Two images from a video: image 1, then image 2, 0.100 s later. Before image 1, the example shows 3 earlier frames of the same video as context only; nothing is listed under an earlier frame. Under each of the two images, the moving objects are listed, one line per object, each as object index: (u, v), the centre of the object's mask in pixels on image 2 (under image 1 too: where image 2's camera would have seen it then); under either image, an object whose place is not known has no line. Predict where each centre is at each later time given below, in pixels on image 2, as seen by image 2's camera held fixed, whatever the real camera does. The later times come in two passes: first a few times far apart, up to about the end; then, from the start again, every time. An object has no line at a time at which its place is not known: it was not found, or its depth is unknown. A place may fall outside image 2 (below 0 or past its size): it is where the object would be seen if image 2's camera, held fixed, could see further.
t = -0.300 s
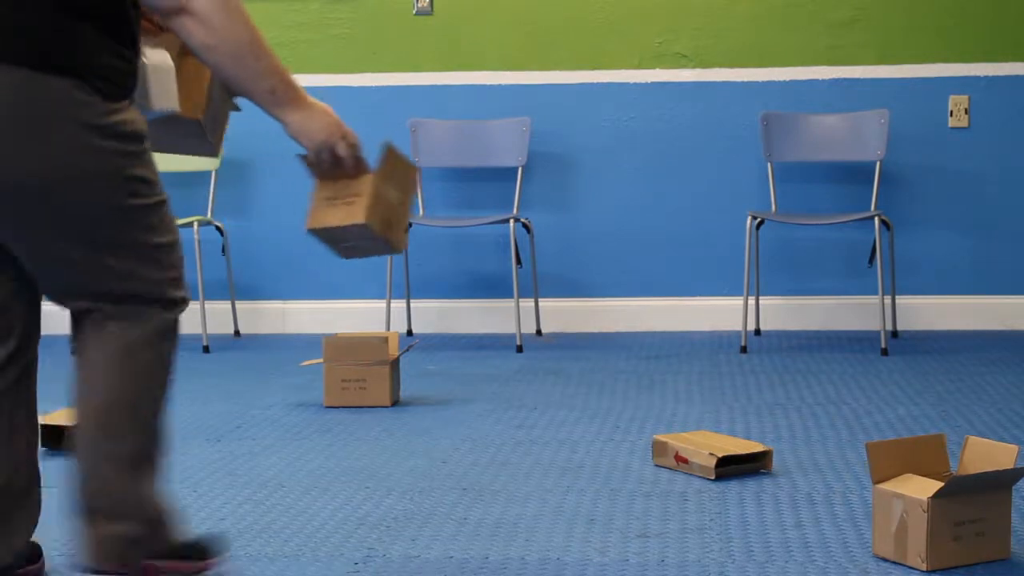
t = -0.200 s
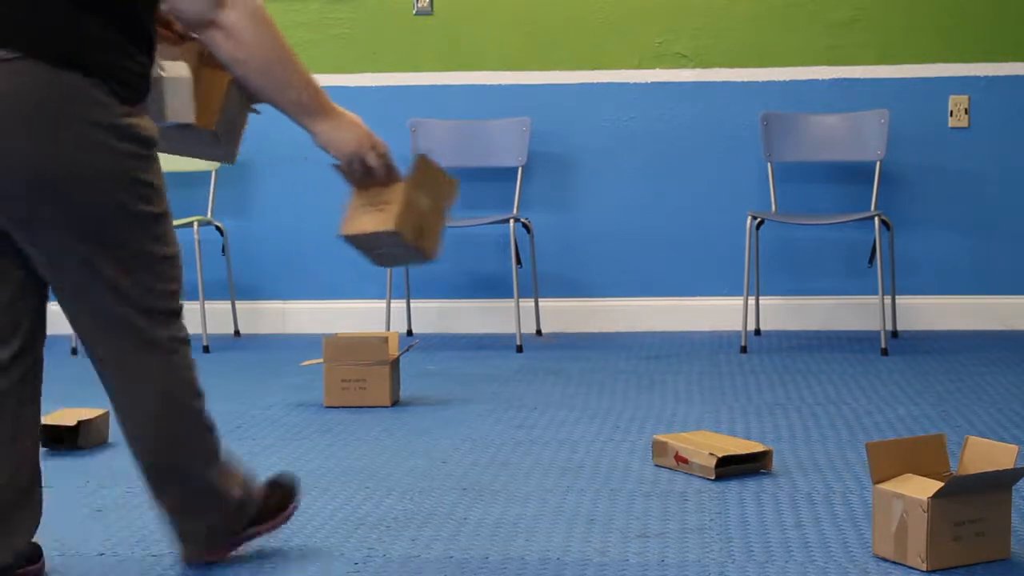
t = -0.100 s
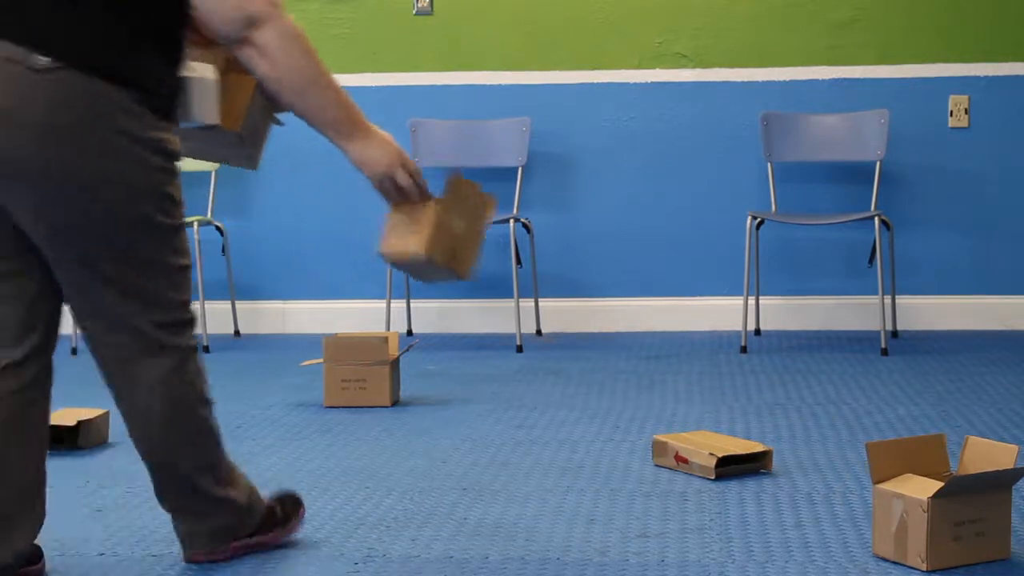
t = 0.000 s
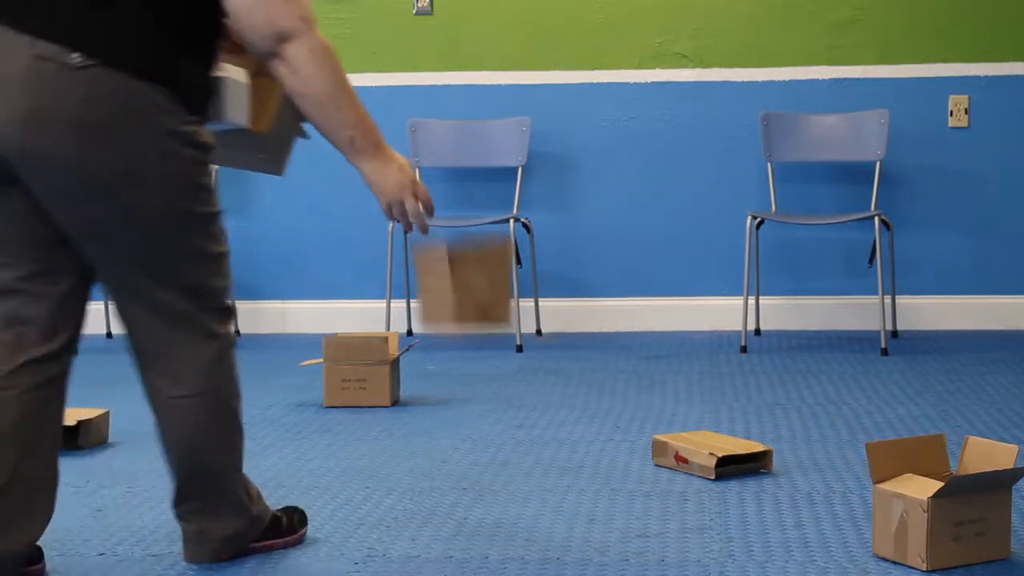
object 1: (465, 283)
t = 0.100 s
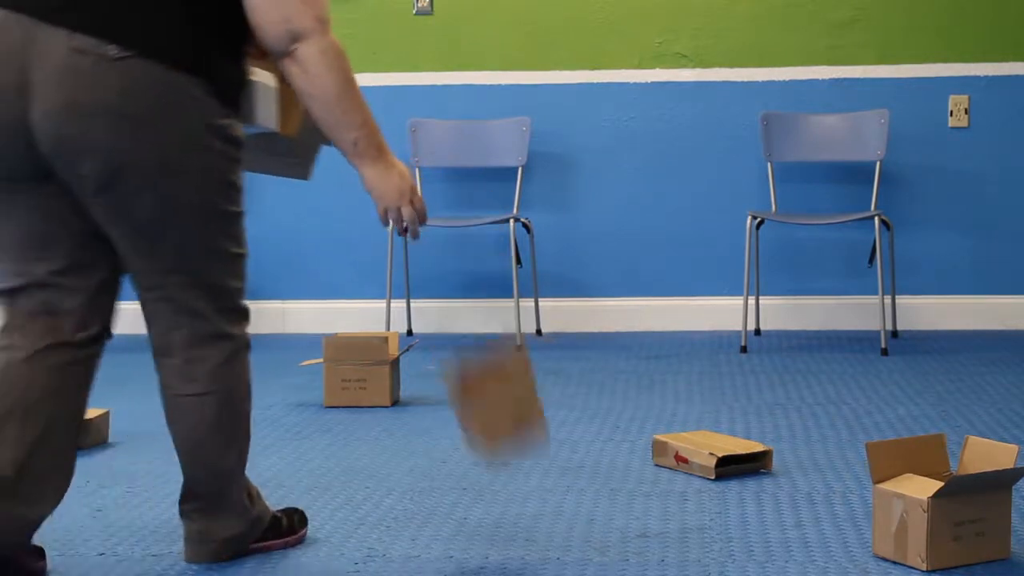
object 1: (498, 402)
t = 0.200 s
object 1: (536, 502)
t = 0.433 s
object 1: (605, 490)
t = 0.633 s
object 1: (620, 496)
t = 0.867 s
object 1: (627, 501)
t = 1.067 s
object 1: (626, 502)
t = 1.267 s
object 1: (626, 502)
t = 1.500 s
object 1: (626, 502)
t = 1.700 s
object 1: (626, 502)
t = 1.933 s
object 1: (626, 503)
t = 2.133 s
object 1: (626, 503)
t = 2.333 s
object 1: (626, 502)
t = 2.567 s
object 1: (626, 502)
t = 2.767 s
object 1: (626, 502)
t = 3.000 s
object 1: (626, 502)
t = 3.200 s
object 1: (626, 502)
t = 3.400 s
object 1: (626, 503)
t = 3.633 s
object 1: (626, 503)
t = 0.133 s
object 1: (508, 446)
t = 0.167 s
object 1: (520, 497)
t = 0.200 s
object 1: (536, 502)
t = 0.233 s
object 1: (551, 500)
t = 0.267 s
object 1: (564, 496)
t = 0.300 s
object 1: (575, 491)
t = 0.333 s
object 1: (588, 493)
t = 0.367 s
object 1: (596, 493)
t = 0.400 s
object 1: (601, 491)
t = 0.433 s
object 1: (605, 490)
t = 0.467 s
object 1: (608, 491)
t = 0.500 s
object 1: (609, 491)
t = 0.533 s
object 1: (612, 491)
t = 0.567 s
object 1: (614, 492)
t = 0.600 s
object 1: (616, 493)
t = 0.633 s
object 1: (620, 496)
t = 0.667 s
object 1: (623, 499)
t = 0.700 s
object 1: (625, 503)
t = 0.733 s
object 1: (626, 500)
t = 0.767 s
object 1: (627, 501)
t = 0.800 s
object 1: (626, 503)
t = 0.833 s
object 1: (626, 501)
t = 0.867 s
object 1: (627, 501)
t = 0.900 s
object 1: (626, 502)
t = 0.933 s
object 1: (626, 502)
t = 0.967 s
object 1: (627, 502)
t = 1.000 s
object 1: (626, 502)
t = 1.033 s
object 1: (626, 503)
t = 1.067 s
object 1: (626, 502)
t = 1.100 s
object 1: (626, 502)
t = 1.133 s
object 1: (626, 502)
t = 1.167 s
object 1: (626, 502)
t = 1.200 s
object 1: (626, 502)
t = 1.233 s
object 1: (626, 502)
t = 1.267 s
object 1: (626, 502)
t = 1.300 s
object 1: (626, 502)
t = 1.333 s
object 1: (626, 502)
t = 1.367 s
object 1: (626, 502)
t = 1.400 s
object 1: (626, 502)
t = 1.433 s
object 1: (626, 502)
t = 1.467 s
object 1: (626, 502)
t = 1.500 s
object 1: (626, 502)
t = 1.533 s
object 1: (626, 502)
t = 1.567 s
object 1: (626, 502)
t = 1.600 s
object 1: (626, 502)
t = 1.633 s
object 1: (626, 502)
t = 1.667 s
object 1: (626, 502)
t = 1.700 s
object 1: (626, 502)
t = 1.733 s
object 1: (626, 502)
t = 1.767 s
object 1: (626, 503)
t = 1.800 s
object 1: (626, 502)
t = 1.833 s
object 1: (626, 503)
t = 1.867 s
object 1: (626, 502)
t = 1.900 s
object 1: (626, 503)
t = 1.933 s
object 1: (626, 503)
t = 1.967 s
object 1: (626, 503)
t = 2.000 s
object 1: (626, 503)
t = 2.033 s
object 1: (626, 503)
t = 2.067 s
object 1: (626, 503)
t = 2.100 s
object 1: (626, 502)
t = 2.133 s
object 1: (626, 503)
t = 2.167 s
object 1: (626, 503)
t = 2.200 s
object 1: (626, 503)
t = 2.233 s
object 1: (626, 502)
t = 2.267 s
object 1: (626, 502)
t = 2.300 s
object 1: (626, 502)
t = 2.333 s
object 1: (626, 502)
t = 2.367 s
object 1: (626, 502)
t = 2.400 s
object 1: (626, 502)
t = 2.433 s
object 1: (626, 502)
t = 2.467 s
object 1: (626, 502)
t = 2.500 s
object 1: (626, 502)
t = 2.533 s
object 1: (626, 502)
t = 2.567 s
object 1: (626, 502)
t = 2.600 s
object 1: (626, 502)
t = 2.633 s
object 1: (626, 502)
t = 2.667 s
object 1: (626, 502)
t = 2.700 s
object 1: (626, 502)
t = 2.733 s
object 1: (626, 502)
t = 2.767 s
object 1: (626, 502)
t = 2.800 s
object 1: (626, 502)
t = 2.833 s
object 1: (626, 502)
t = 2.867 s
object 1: (626, 502)
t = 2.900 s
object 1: (626, 502)
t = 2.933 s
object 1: (626, 502)
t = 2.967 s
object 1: (626, 502)
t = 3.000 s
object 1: (626, 502)
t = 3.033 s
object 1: (626, 502)
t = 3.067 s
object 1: (626, 502)
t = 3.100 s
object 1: (626, 502)
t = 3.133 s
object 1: (626, 502)
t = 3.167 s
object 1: (626, 503)
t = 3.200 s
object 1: (626, 502)
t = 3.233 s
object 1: (626, 502)
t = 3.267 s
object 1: (626, 502)
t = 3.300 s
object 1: (626, 503)
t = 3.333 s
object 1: (626, 502)
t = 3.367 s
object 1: (626, 503)
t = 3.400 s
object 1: (626, 503)
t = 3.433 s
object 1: (626, 503)
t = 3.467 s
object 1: (626, 503)
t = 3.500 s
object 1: (626, 503)
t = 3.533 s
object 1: (626, 503)
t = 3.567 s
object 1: (626, 503)
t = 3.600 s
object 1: (626, 503)
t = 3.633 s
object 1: (626, 503)
